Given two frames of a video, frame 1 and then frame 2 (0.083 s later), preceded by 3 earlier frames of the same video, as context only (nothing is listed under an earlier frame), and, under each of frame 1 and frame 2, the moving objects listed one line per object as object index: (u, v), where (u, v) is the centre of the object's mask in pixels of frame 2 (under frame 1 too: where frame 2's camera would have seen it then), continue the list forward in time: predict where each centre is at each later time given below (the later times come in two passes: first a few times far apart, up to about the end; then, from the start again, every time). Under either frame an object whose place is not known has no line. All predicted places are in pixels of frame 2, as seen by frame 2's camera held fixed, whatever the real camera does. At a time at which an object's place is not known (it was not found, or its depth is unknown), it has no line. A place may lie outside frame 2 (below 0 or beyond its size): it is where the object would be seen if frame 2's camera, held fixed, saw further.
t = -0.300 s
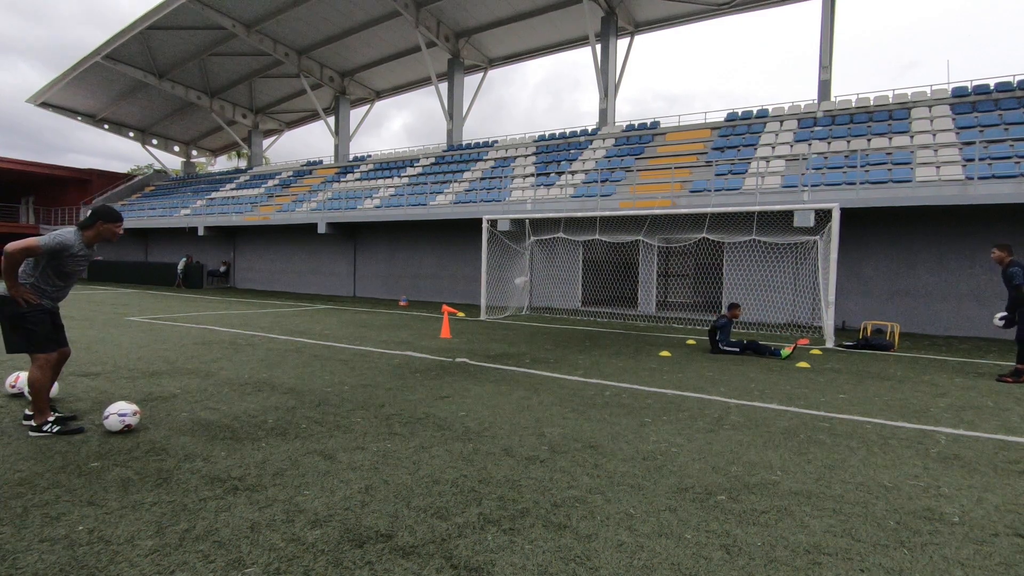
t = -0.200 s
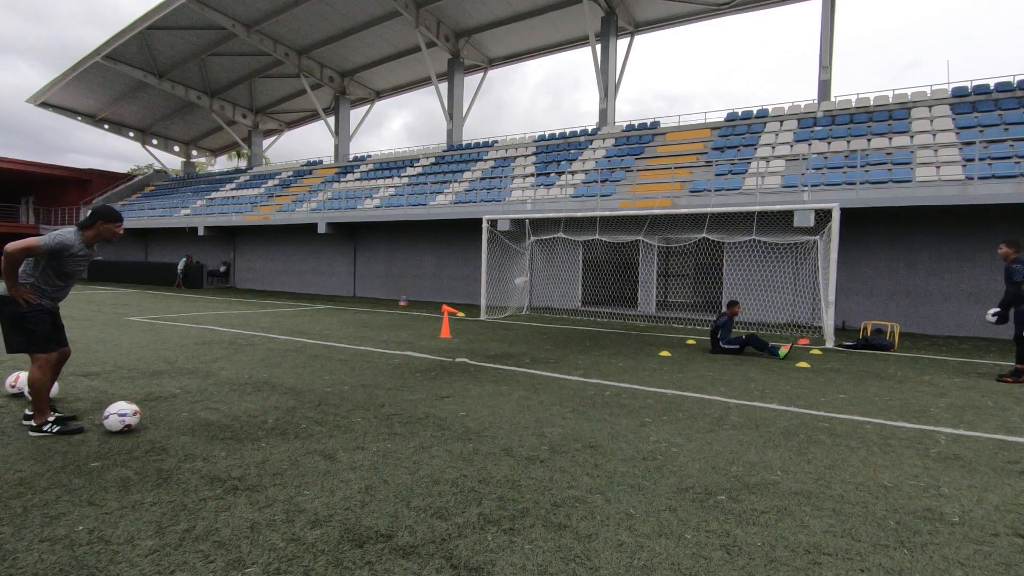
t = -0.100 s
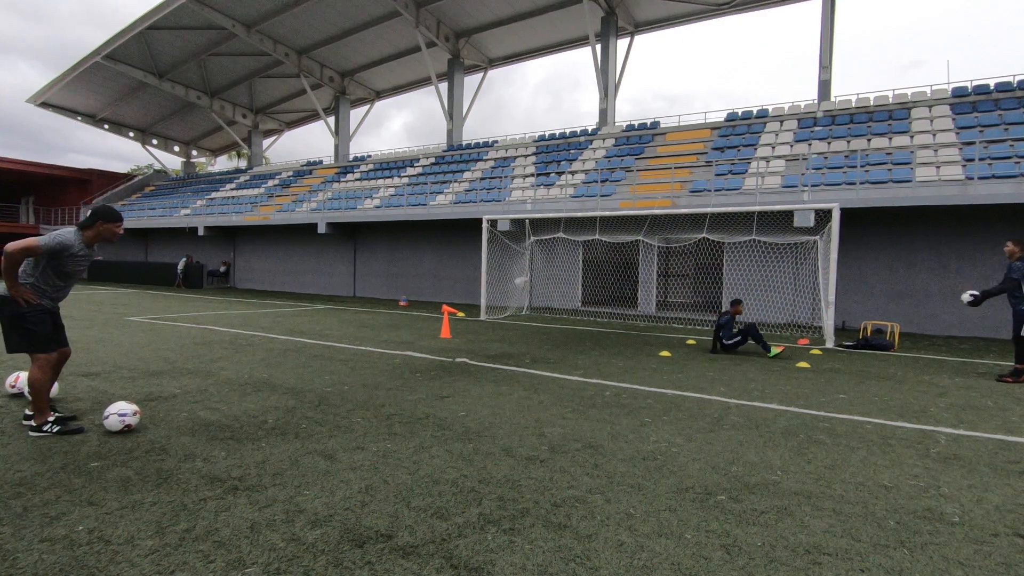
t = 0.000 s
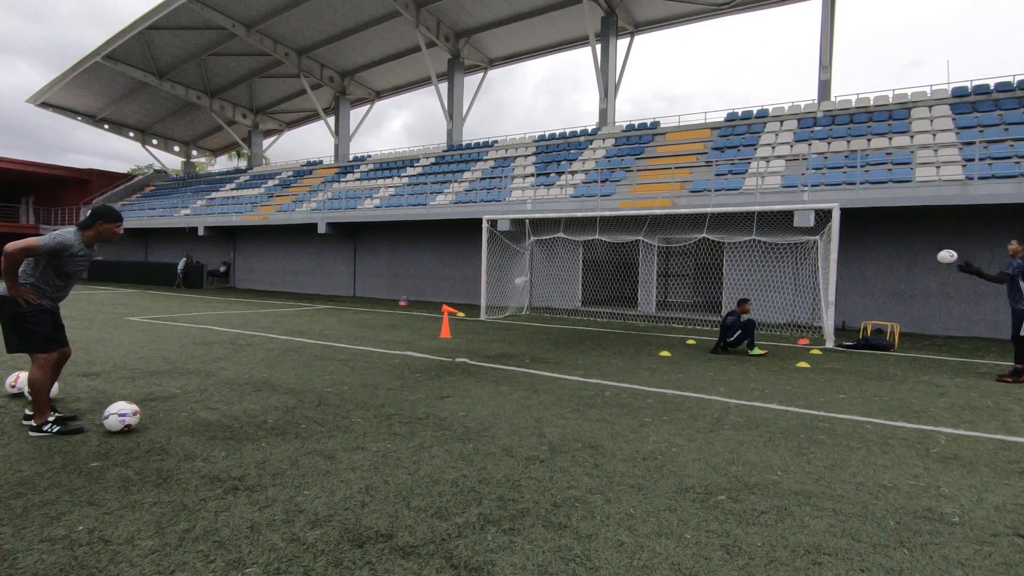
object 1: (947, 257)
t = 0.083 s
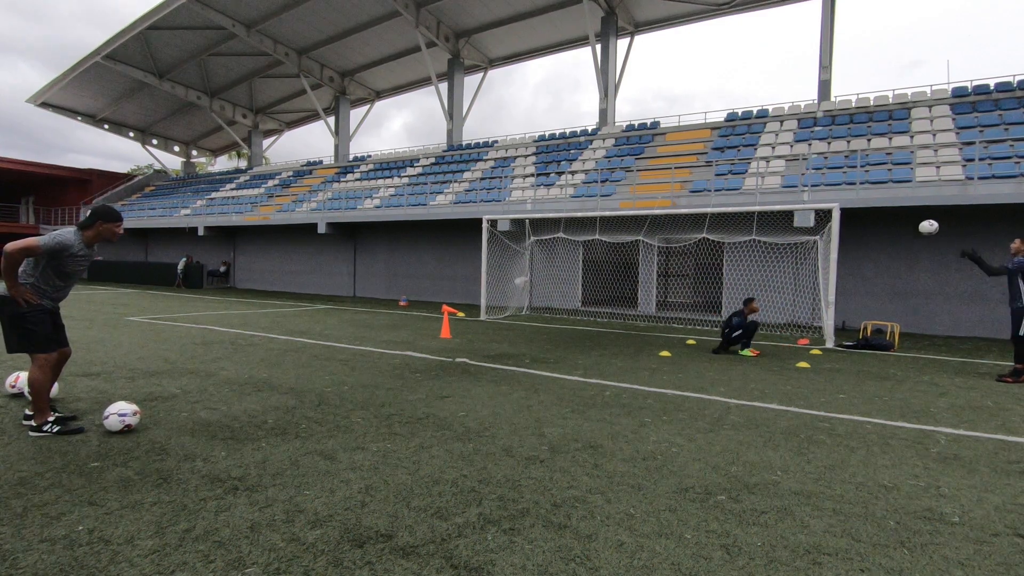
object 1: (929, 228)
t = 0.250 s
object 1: (892, 185)
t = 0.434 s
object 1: (854, 163)
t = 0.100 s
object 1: (925, 222)
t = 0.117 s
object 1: (921, 217)
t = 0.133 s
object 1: (917, 212)
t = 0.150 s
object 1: (914, 208)
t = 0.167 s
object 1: (910, 204)
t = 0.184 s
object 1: (906, 199)
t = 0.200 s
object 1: (903, 196)
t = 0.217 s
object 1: (899, 192)
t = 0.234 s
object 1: (896, 189)
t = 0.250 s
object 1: (892, 185)
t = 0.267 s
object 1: (889, 182)
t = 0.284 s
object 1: (885, 180)
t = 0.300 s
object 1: (882, 177)
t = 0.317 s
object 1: (879, 174)
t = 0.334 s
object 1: (875, 172)
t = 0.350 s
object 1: (871, 170)
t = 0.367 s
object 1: (868, 168)
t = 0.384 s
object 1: (865, 167)
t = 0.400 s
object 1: (862, 166)
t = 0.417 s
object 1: (858, 165)
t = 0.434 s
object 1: (854, 163)
